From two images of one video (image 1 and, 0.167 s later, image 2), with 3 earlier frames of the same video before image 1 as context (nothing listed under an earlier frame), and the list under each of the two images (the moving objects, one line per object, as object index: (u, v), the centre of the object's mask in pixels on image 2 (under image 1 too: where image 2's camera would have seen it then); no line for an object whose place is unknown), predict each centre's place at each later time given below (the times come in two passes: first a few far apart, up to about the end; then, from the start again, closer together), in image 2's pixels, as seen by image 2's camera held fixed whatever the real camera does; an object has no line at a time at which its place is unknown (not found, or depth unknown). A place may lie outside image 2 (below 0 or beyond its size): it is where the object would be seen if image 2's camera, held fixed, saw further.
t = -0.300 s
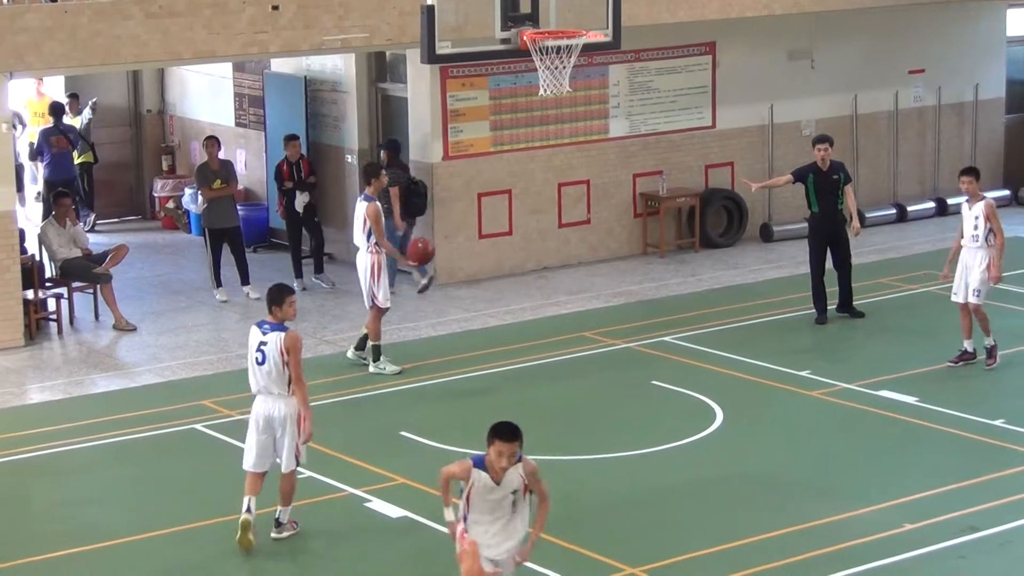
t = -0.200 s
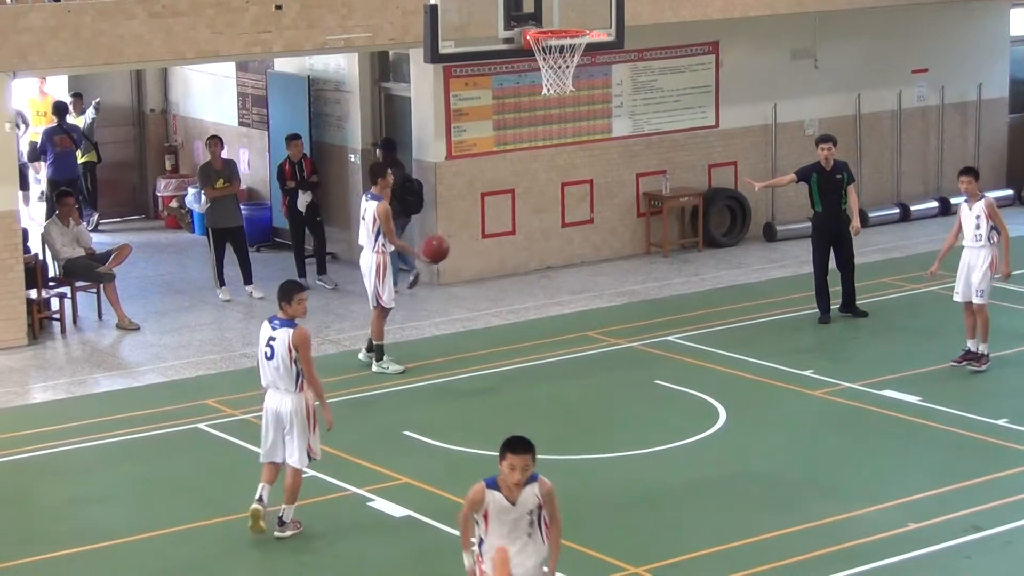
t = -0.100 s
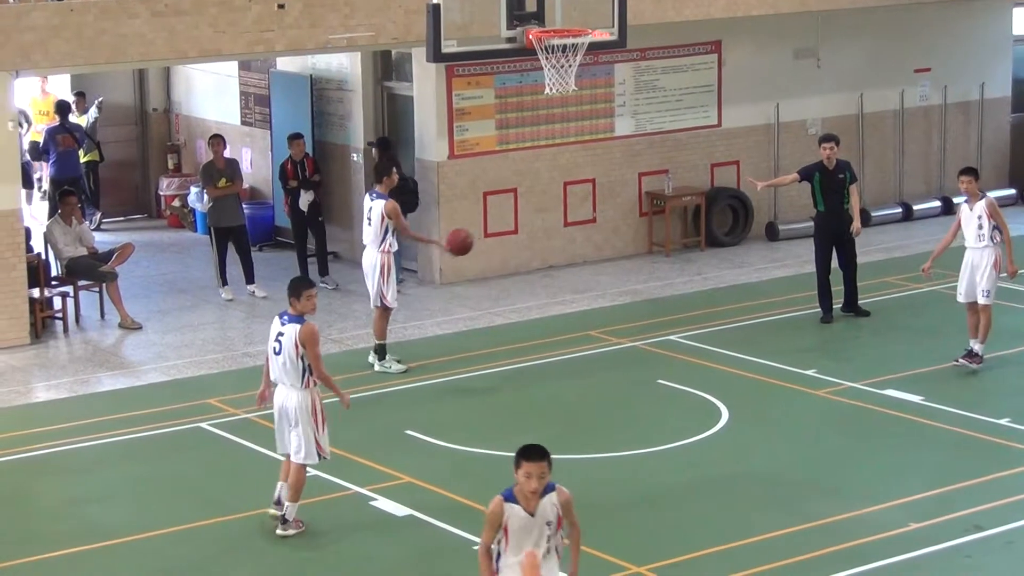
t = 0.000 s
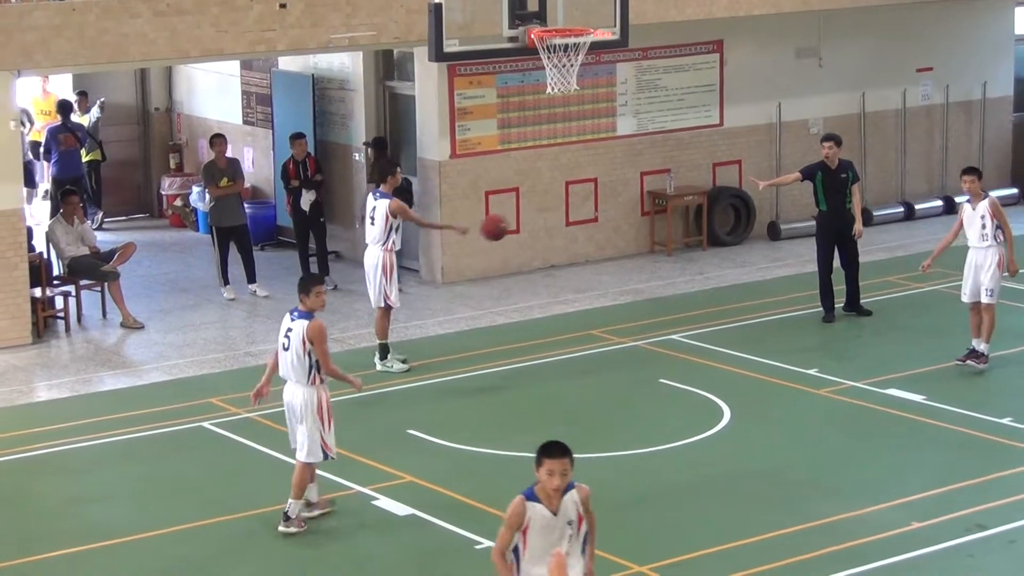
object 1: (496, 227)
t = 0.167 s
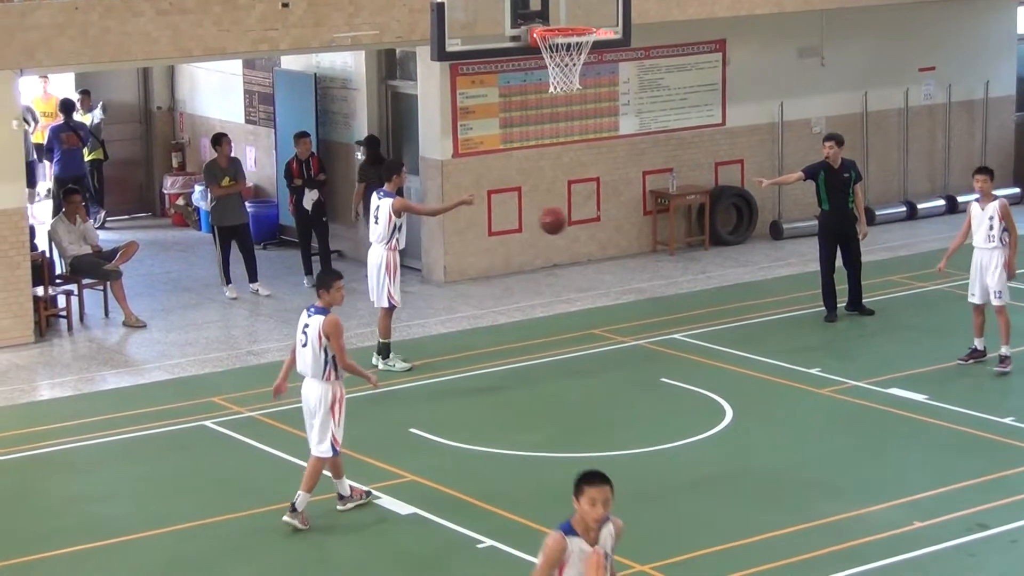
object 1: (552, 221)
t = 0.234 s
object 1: (575, 228)
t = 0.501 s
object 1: (660, 299)
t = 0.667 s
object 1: (705, 296)
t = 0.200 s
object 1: (564, 224)
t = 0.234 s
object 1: (575, 228)
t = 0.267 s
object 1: (585, 233)
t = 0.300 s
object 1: (596, 239)
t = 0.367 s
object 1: (617, 254)
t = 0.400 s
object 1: (628, 264)
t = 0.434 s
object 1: (638, 275)
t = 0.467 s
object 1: (649, 286)
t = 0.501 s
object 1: (660, 299)
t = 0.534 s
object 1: (670, 314)
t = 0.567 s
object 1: (679, 328)
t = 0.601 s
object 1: (688, 321)
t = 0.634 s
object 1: (697, 308)
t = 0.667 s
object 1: (705, 296)
